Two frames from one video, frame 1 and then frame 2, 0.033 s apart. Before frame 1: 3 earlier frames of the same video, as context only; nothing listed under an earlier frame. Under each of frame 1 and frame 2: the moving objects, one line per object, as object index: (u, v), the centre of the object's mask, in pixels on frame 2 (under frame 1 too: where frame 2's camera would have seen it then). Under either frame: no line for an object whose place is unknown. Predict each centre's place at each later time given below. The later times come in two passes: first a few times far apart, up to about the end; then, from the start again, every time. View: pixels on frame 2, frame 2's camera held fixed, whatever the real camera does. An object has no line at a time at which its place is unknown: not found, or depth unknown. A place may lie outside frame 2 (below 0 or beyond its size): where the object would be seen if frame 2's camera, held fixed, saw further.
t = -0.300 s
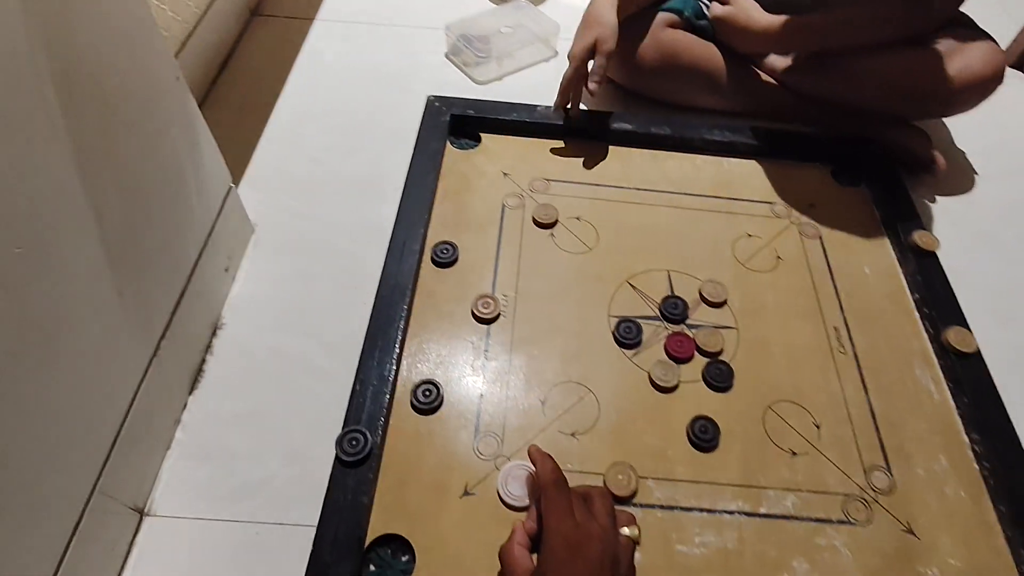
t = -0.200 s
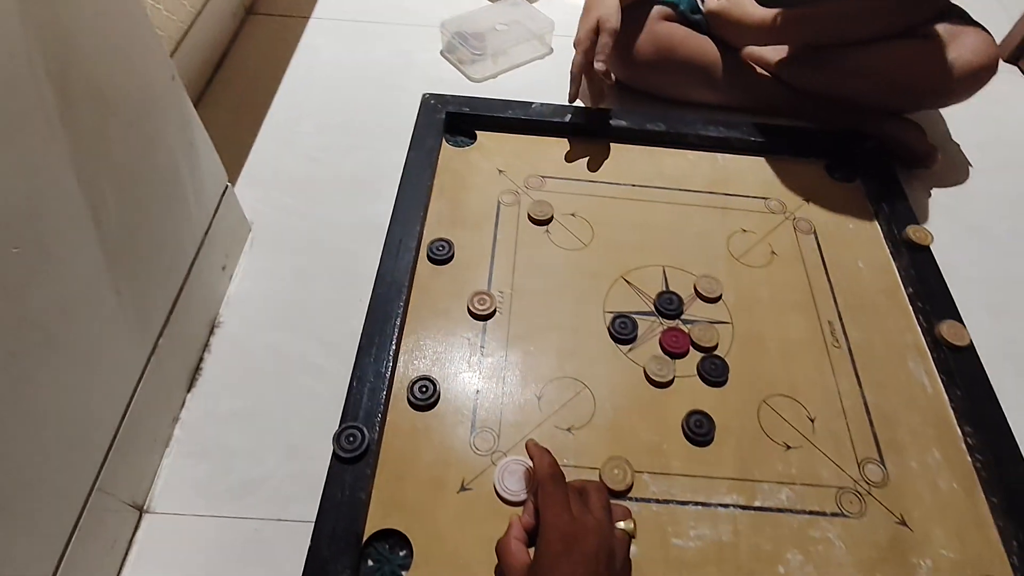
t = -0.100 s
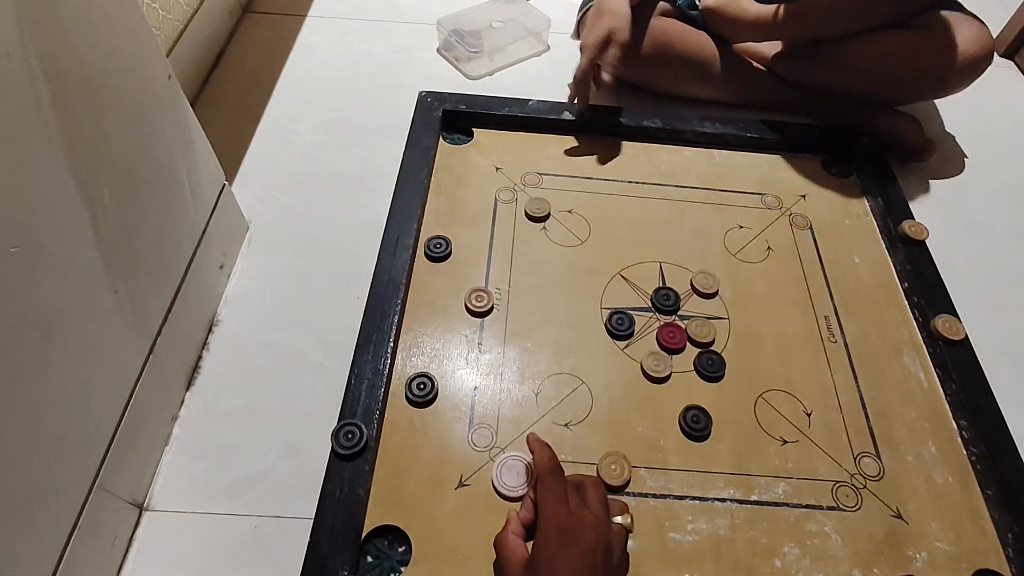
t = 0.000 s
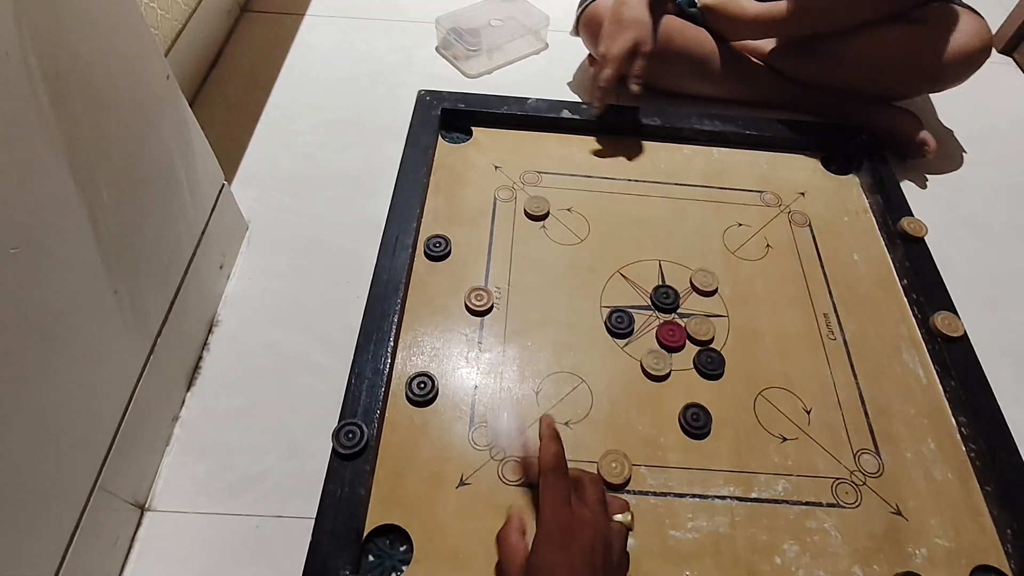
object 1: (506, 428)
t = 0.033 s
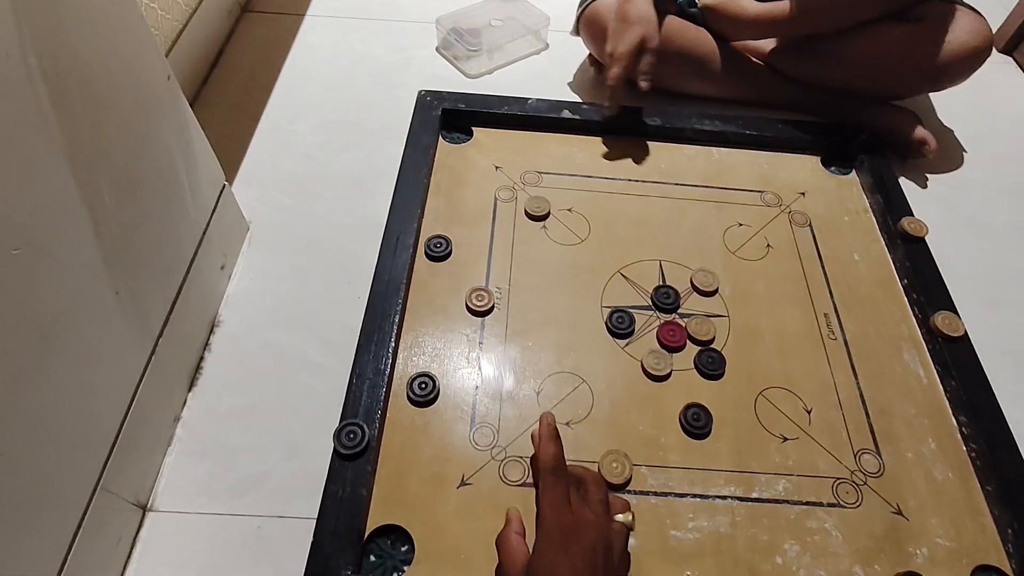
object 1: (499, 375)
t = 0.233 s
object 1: (521, 252)
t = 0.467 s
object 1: (533, 226)
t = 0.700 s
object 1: (534, 225)
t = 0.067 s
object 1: (495, 325)
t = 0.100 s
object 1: (501, 306)
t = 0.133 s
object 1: (507, 291)
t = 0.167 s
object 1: (512, 276)
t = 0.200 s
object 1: (517, 263)
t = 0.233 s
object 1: (521, 252)
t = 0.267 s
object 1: (525, 242)
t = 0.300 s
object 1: (528, 234)
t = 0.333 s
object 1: (530, 229)
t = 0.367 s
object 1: (531, 228)
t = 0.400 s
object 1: (532, 227)
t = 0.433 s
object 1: (532, 226)
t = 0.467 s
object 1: (533, 226)
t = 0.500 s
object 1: (533, 226)
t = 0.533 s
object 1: (533, 225)
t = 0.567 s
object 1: (533, 225)
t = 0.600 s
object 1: (533, 225)
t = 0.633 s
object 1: (533, 225)
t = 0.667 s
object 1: (533, 226)
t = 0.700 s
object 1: (534, 225)
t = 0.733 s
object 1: (534, 226)
